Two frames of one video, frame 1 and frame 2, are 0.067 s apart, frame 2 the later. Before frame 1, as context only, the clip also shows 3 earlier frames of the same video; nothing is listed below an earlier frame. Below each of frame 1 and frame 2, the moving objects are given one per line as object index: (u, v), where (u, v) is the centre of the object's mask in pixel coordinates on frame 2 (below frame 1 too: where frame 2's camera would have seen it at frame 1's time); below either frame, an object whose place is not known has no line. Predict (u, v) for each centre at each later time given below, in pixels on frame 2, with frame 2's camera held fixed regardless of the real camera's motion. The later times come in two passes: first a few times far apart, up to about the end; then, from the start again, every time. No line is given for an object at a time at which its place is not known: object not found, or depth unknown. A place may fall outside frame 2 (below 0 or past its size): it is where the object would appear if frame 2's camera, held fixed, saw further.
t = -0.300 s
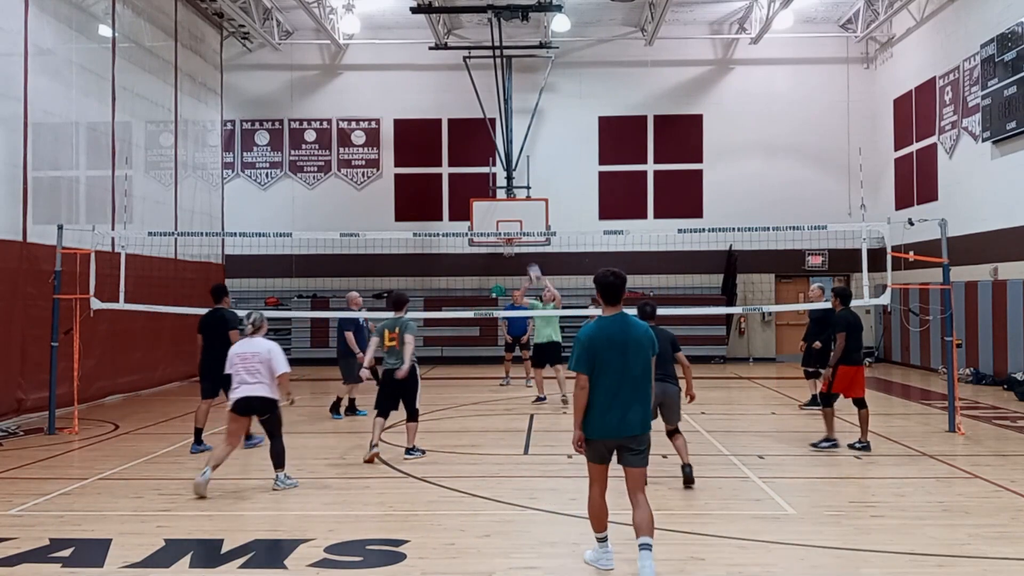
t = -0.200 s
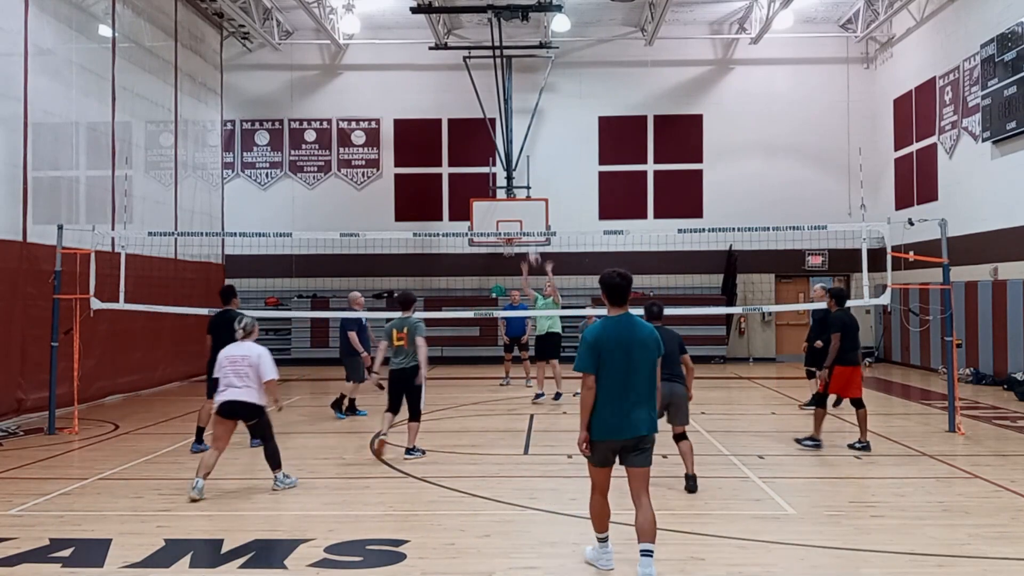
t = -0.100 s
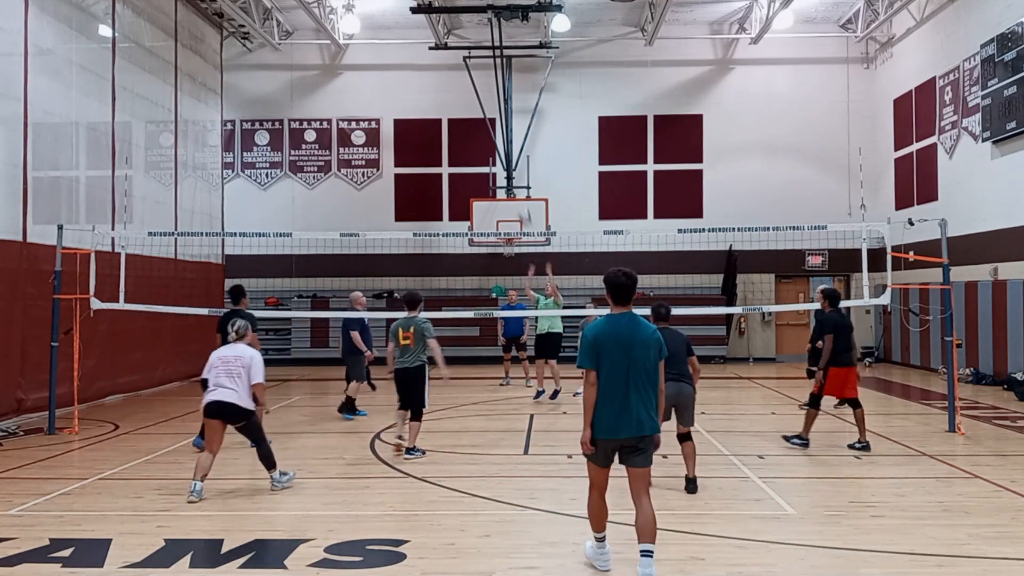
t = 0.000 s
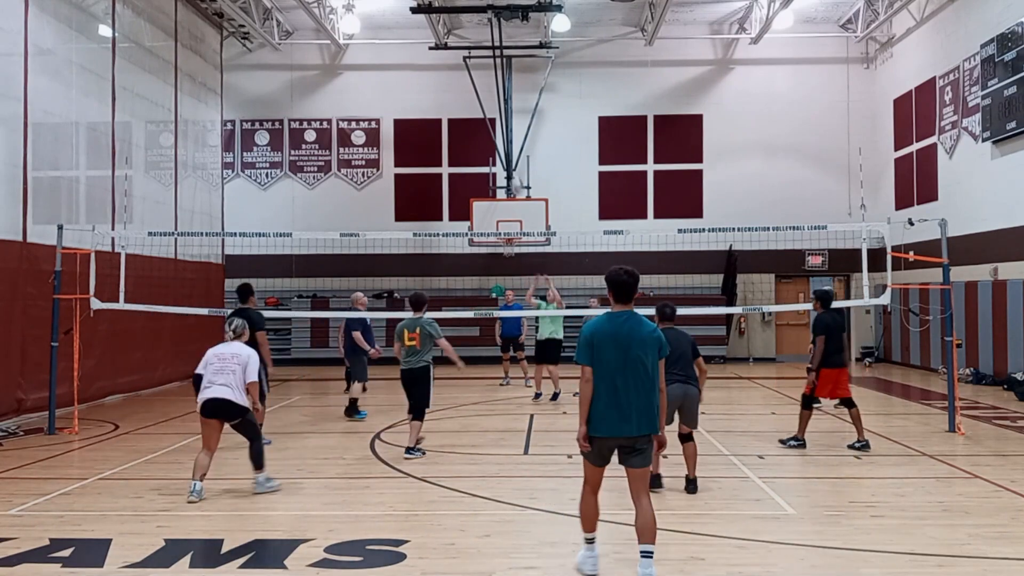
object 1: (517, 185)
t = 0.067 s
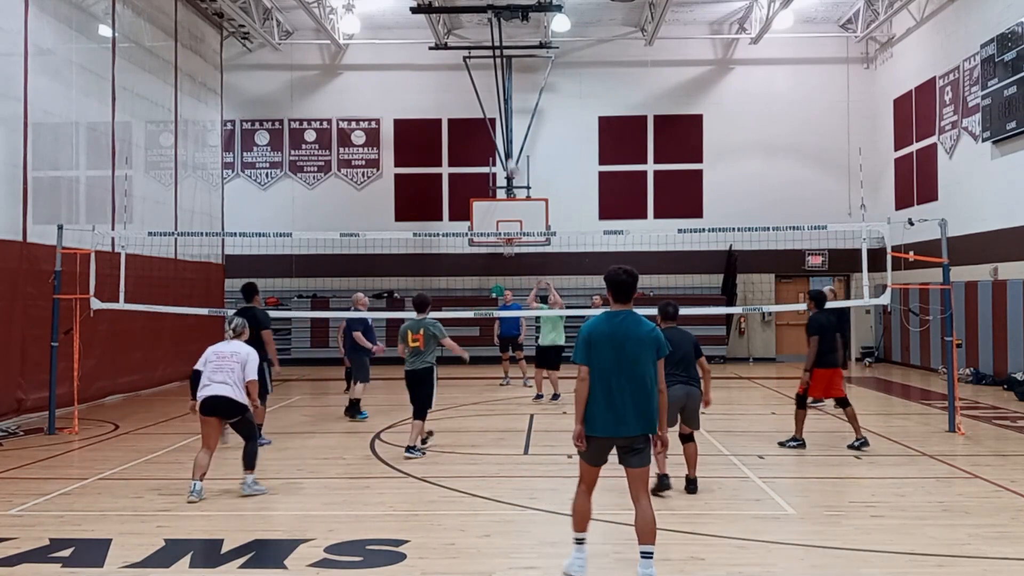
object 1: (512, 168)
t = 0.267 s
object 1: (495, 133)
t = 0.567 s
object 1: (473, 129)
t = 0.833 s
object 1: (453, 176)
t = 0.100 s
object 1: (509, 160)
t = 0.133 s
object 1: (506, 153)
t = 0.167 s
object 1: (505, 147)
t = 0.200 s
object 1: (503, 142)
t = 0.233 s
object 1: (497, 137)
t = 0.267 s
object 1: (495, 133)
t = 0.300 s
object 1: (492, 129)
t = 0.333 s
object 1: (490, 127)
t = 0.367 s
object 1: (487, 125)
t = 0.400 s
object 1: (485, 124)
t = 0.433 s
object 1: (483, 124)
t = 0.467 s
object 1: (480, 124)
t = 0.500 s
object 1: (477, 125)
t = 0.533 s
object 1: (475, 127)
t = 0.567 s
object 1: (473, 129)
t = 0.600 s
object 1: (470, 132)
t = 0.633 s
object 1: (467, 136)
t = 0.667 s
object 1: (464, 141)
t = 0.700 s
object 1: (462, 147)
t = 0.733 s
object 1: (459, 153)
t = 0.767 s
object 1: (457, 159)
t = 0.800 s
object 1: (455, 167)
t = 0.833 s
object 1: (453, 176)
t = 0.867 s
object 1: (451, 185)
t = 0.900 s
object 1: (448, 196)
